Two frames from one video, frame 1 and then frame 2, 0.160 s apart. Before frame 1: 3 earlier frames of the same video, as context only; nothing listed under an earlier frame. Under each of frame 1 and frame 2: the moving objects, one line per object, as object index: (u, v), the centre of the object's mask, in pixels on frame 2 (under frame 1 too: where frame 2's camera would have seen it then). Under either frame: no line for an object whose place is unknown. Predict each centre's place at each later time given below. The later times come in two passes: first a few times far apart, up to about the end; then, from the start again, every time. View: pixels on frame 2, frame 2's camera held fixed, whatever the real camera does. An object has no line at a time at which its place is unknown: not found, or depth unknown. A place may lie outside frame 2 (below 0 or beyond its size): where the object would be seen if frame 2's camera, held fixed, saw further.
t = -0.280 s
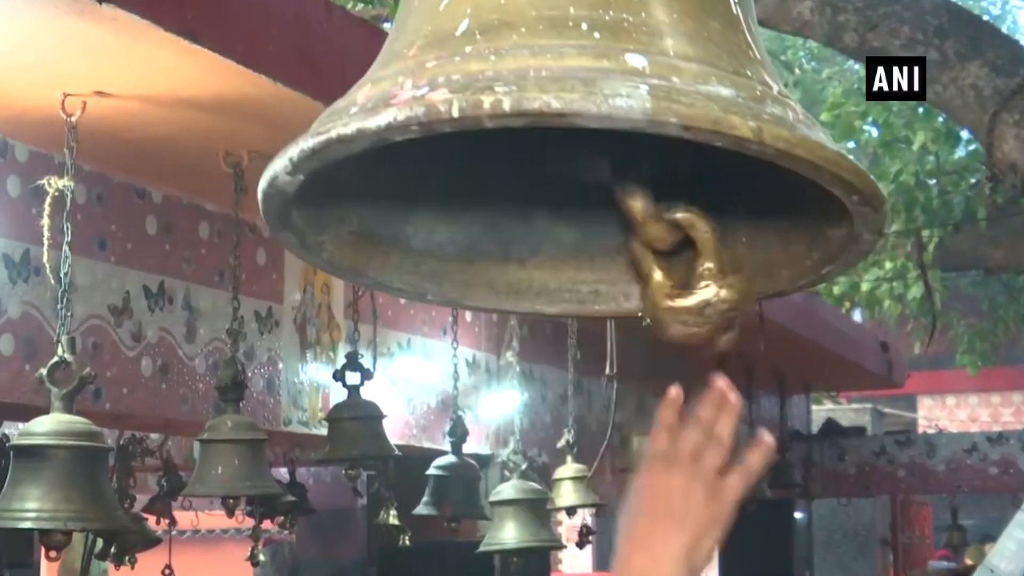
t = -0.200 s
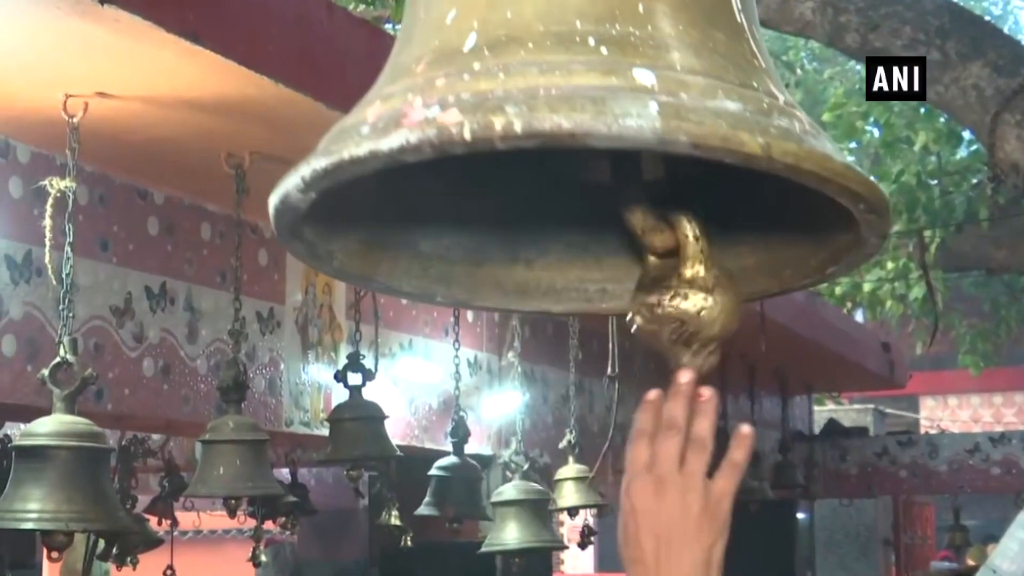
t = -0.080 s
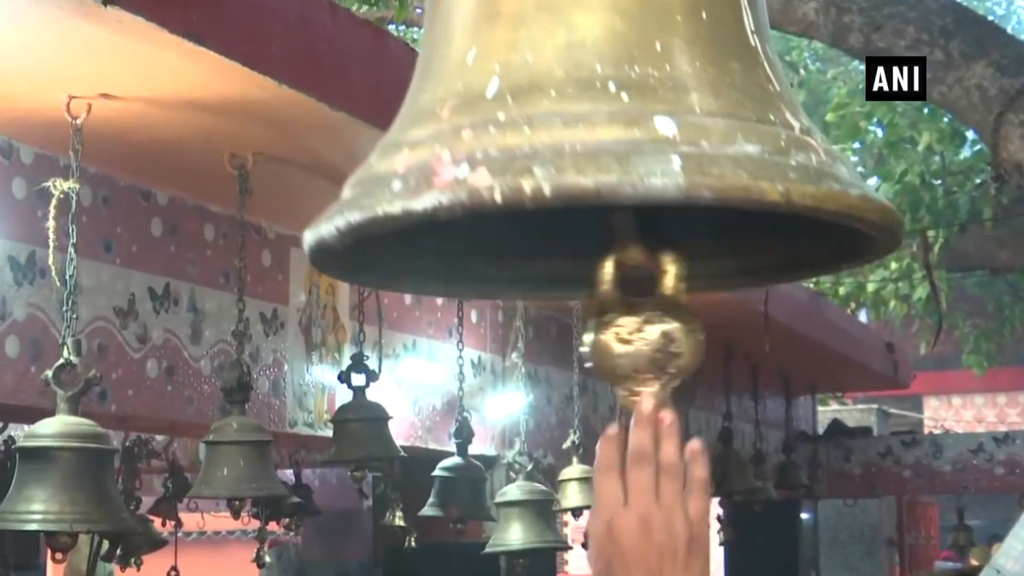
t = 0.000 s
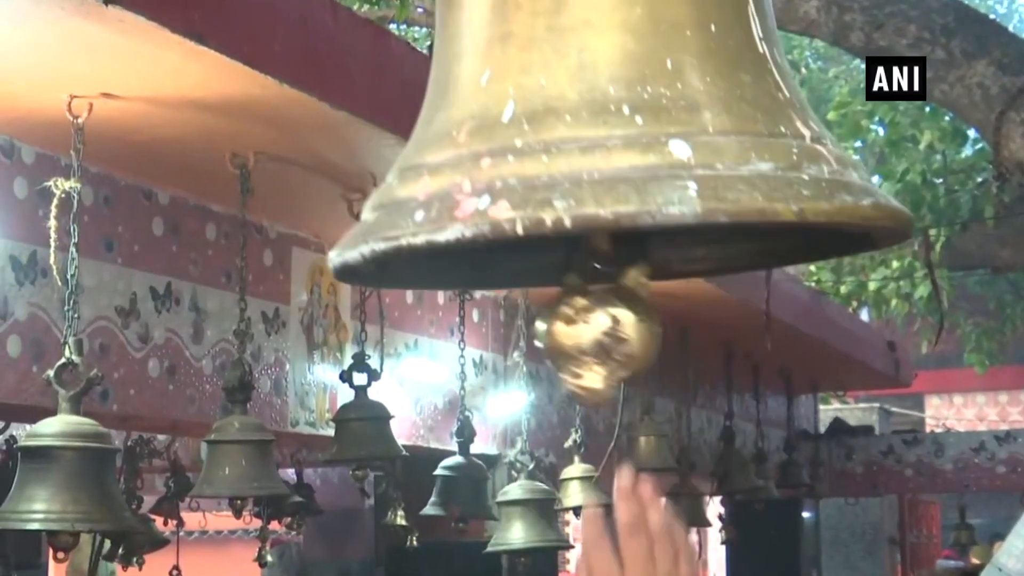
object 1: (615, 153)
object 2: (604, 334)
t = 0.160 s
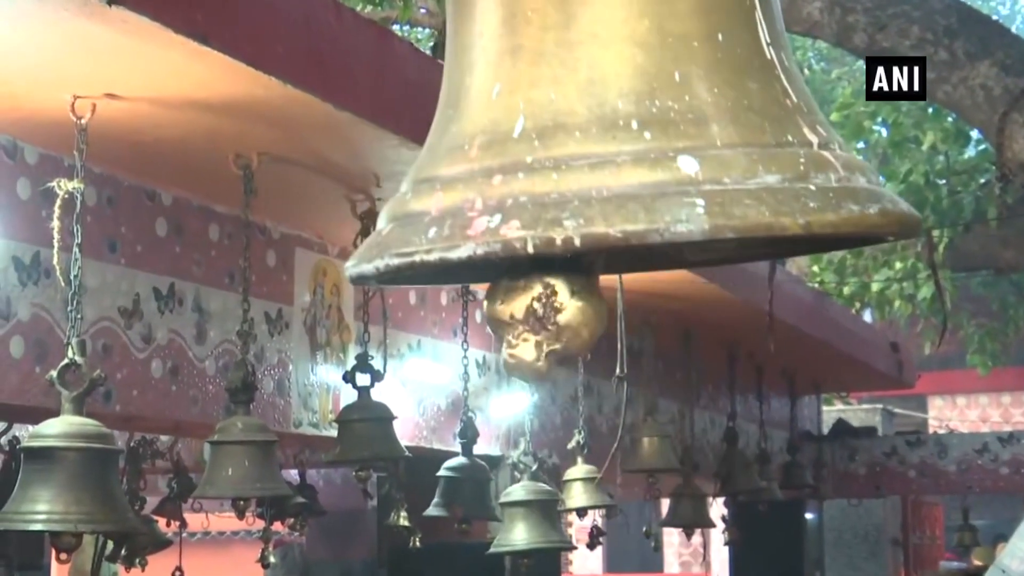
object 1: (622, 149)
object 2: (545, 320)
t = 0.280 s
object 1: (611, 156)
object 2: (564, 335)
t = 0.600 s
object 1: (577, 157)
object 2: (646, 327)
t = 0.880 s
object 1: (606, 147)
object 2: (604, 326)
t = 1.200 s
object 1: (603, 152)
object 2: (618, 336)
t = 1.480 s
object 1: (591, 151)
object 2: (616, 327)
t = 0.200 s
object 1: (620, 150)
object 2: (544, 323)
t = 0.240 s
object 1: (616, 152)
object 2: (552, 326)
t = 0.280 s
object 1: (611, 156)
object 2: (564, 335)
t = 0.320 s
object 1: (606, 156)
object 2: (578, 336)
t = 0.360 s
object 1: (599, 157)
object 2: (597, 338)
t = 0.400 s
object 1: (592, 158)
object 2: (611, 333)
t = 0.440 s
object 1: (585, 157)
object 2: (624, 329)
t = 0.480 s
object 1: (580, 158)
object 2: (635, 326)
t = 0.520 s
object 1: (577, 157)
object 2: (642, 325)
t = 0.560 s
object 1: (576, 157)
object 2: (645, 325)
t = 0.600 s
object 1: (577, 157)
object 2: (646, 327)
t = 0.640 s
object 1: (579, 157)
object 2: (645, 328)
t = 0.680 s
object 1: (582, 155)
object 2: (643, 327)
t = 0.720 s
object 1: (586, 155)
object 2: (638, 327)
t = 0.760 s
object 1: (592, 152)
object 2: (631, 326)
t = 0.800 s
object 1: (596, 149)
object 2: (622, 324)
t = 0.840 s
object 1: (601, 148)
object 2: (613, 322)
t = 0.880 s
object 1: (606, 147)
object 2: (604, 326)
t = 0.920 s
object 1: (609, 145)
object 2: (596, 328)
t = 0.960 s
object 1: (611, 145)
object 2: (590, 331)
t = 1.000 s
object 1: (612, 146)
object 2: (589, 336)
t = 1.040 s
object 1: (612, 146)
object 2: (592, 339)
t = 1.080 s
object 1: (611, 147)
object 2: (598, 342)
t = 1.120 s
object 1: (609, 149)
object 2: (604, 342)
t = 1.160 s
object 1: (607, 150)
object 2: (611, 339)
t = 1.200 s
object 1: (603, 152)
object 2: (618, 336)
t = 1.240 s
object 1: (601, 151)
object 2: (626, 333)
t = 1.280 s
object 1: (598, 153)
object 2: (631, 330)
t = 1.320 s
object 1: (594, 151)
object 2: (634, 329)
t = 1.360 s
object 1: (592, 151)
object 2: (634, 329)
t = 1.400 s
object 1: (591, 151)
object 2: (630, 330)
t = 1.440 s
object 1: (590, 151)
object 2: (624, 331)
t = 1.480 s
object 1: (591, 151)
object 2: (616, 327)
